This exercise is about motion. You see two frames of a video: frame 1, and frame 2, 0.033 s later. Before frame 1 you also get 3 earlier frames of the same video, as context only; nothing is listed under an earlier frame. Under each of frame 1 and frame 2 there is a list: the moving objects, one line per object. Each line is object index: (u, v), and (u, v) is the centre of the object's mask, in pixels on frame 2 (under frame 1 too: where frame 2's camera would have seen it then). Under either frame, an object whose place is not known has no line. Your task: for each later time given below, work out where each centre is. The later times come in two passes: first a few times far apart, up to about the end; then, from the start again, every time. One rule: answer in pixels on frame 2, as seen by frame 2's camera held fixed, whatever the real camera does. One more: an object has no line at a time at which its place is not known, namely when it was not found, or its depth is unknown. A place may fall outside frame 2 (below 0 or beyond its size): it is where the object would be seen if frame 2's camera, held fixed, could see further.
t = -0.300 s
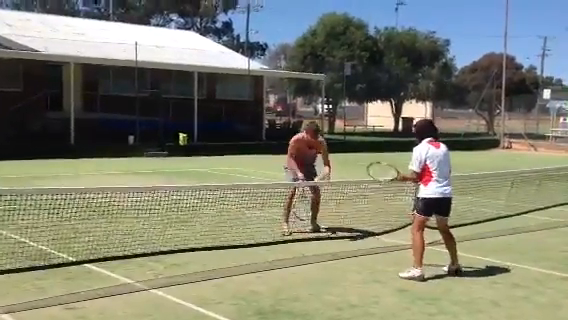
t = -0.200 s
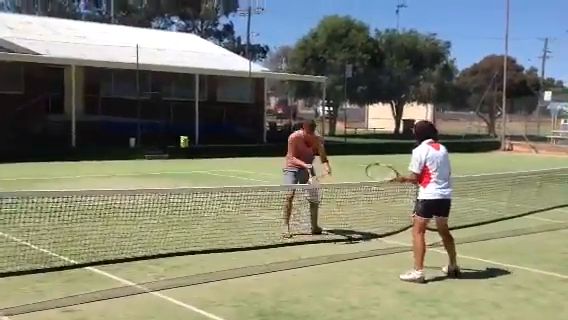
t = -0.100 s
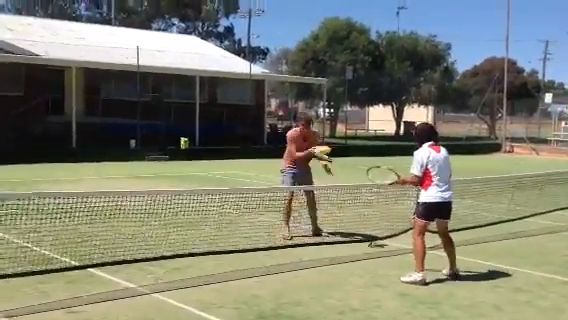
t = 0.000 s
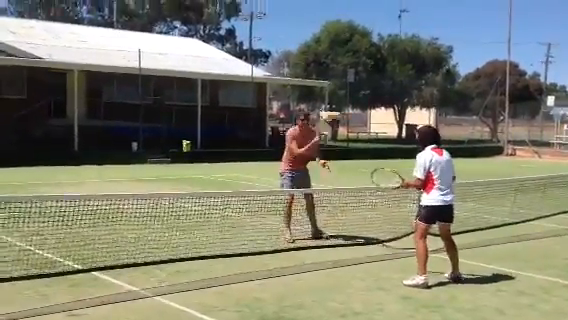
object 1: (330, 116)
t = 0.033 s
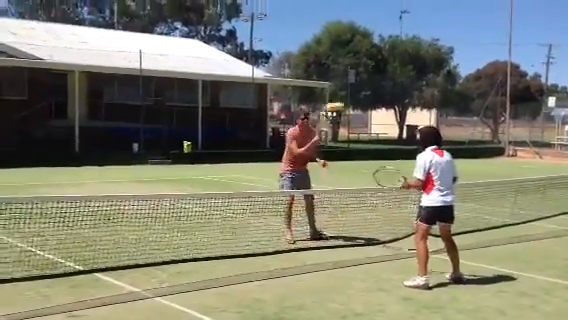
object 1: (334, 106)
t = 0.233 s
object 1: (348, 71)
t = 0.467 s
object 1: (363, 74)
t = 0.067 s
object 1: (336, 98)
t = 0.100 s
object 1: (339, 90)
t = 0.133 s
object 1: (341, 84)
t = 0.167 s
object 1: (342, 80)
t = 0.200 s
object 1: (343, 76)
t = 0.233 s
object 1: (348, 71)
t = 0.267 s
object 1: (349, 70)
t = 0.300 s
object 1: (352, 68)
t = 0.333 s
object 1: (354, 68)
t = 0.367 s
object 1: (356, 68)
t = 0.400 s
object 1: (358, 68)
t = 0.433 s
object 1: (360, 70)
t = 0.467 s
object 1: (363, 74)
